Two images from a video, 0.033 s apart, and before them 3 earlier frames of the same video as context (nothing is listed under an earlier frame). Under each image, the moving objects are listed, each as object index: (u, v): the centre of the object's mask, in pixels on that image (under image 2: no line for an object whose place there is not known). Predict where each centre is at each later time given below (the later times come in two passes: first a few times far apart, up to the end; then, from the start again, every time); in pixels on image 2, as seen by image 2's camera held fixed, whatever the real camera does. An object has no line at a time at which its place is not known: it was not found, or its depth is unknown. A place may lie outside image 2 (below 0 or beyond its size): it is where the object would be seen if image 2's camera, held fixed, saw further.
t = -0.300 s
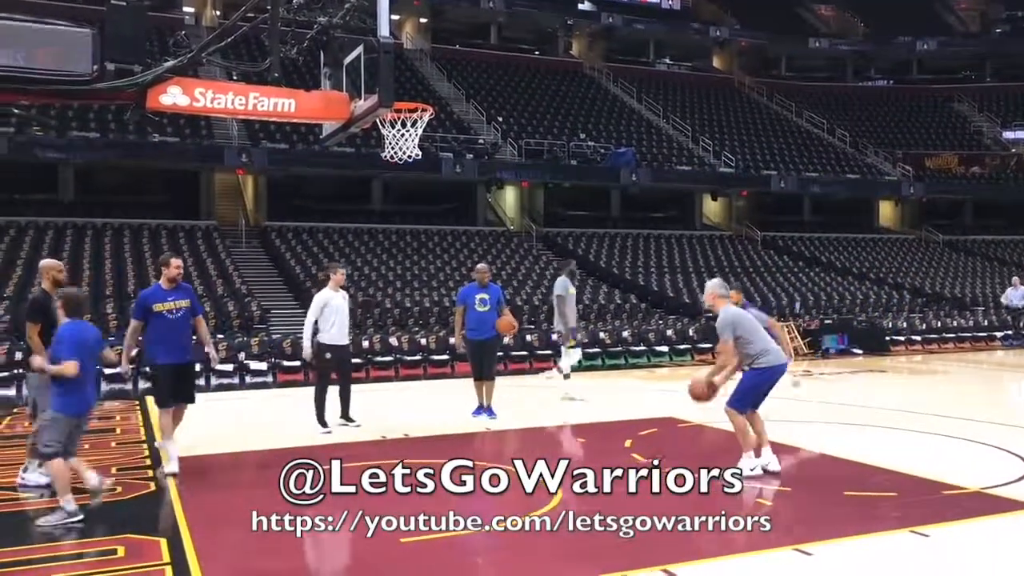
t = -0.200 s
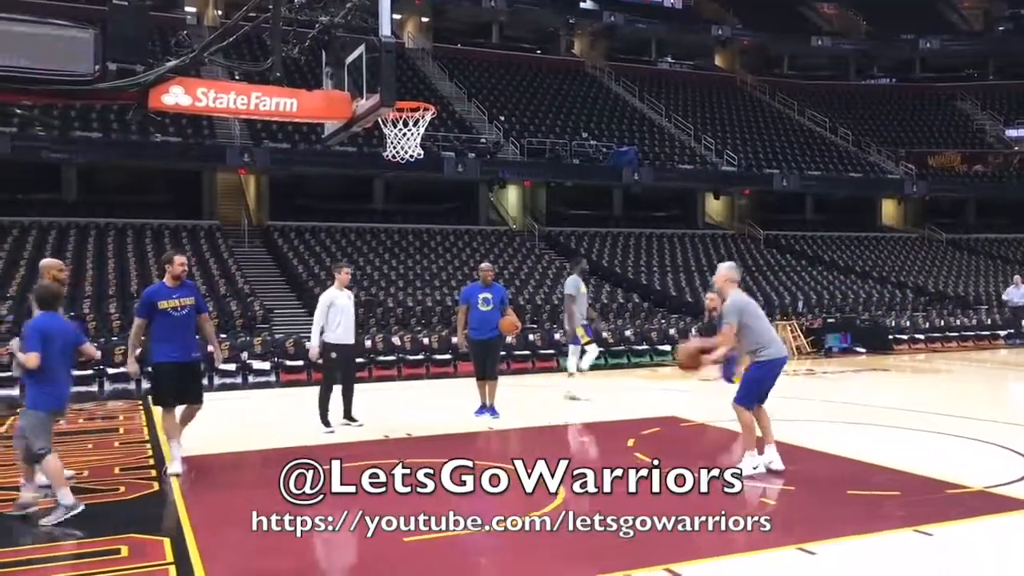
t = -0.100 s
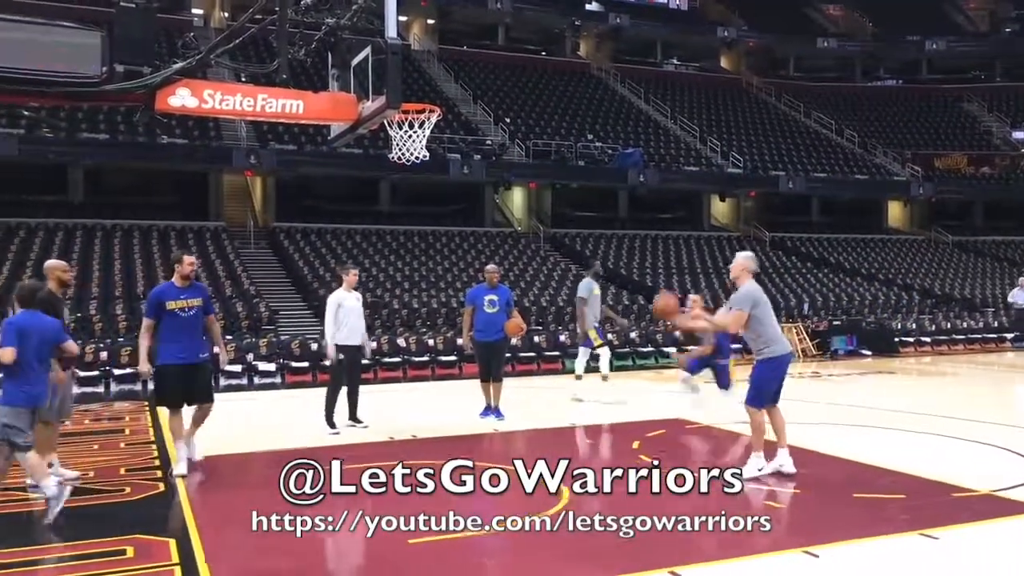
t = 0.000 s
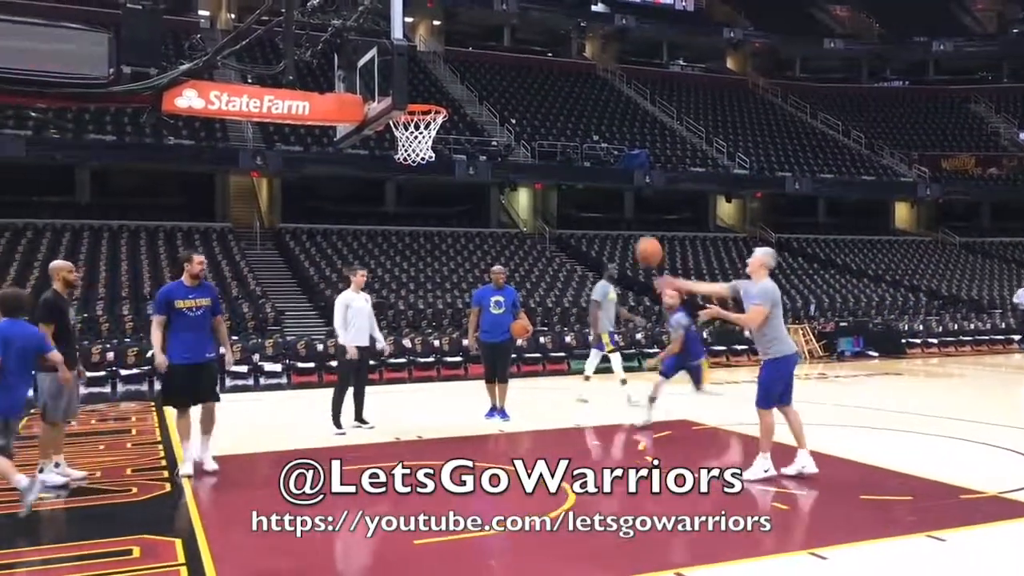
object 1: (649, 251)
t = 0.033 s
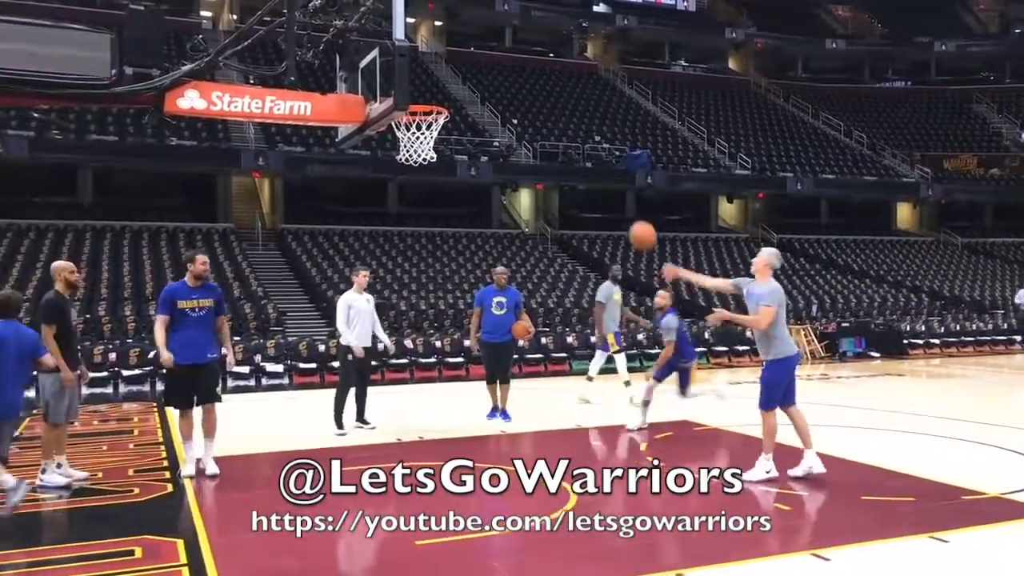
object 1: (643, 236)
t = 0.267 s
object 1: (592, 157)
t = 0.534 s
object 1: (536, 138)
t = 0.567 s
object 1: (529, 141)
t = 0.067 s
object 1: (635, 221)
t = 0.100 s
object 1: (628, 207)
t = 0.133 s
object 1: (621, 195)
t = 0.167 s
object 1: (613, 184)
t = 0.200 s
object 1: (606, 174)
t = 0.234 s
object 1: (598, 165)
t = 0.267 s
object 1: (592, 157)
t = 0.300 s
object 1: (585, 151)
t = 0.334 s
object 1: (578, 145)
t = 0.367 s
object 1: (570, 141)
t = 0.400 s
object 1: (563, 138)
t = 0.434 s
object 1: (556, 136)
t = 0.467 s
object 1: (550, 136)
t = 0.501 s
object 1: (542, 136)
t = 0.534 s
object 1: (536, 138)
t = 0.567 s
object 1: (529, 141)
